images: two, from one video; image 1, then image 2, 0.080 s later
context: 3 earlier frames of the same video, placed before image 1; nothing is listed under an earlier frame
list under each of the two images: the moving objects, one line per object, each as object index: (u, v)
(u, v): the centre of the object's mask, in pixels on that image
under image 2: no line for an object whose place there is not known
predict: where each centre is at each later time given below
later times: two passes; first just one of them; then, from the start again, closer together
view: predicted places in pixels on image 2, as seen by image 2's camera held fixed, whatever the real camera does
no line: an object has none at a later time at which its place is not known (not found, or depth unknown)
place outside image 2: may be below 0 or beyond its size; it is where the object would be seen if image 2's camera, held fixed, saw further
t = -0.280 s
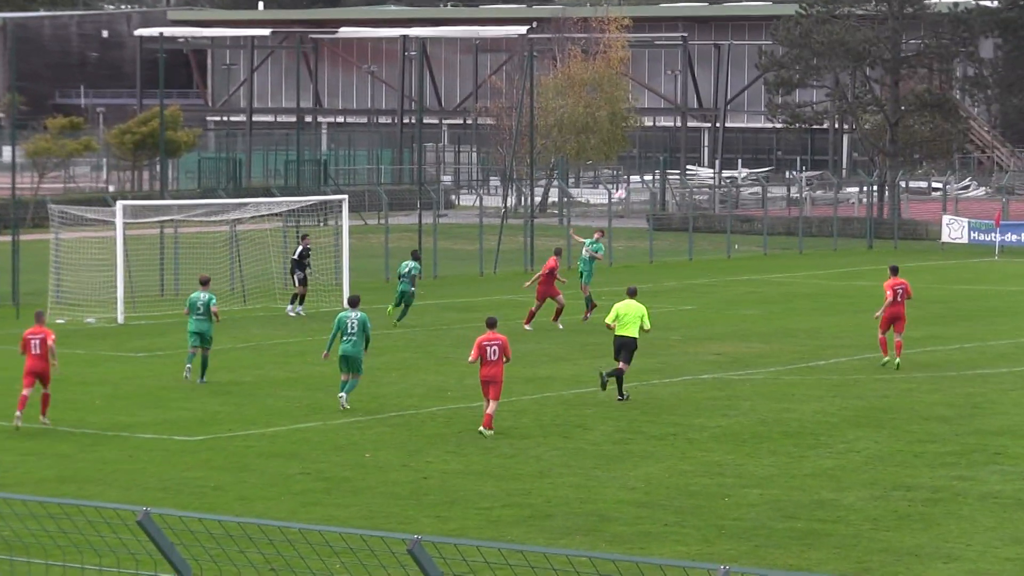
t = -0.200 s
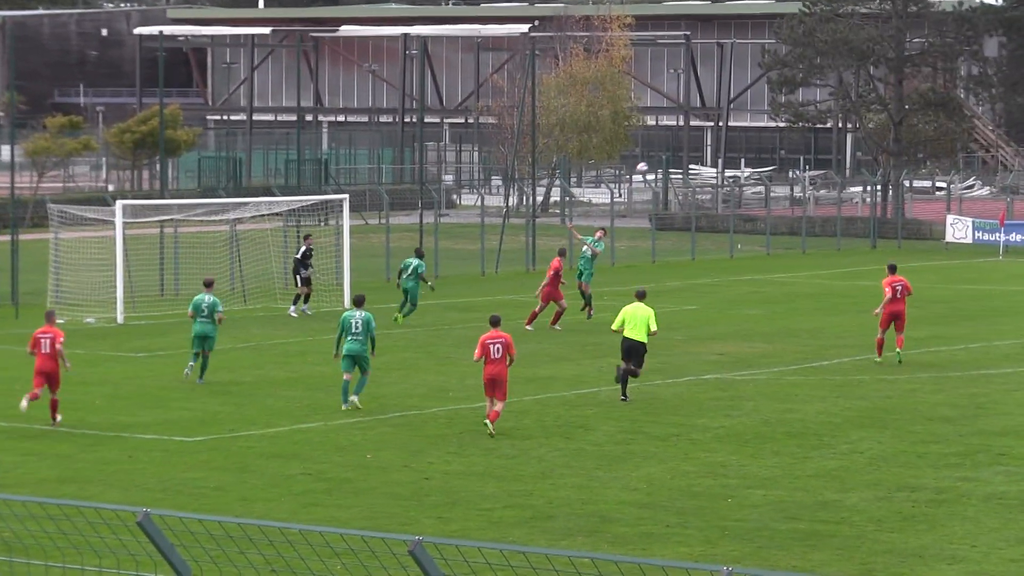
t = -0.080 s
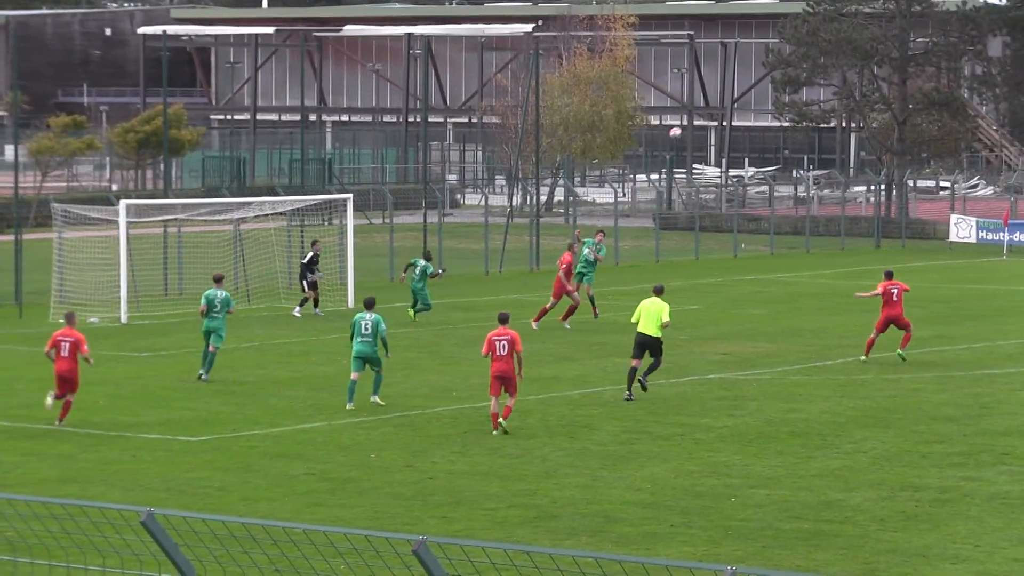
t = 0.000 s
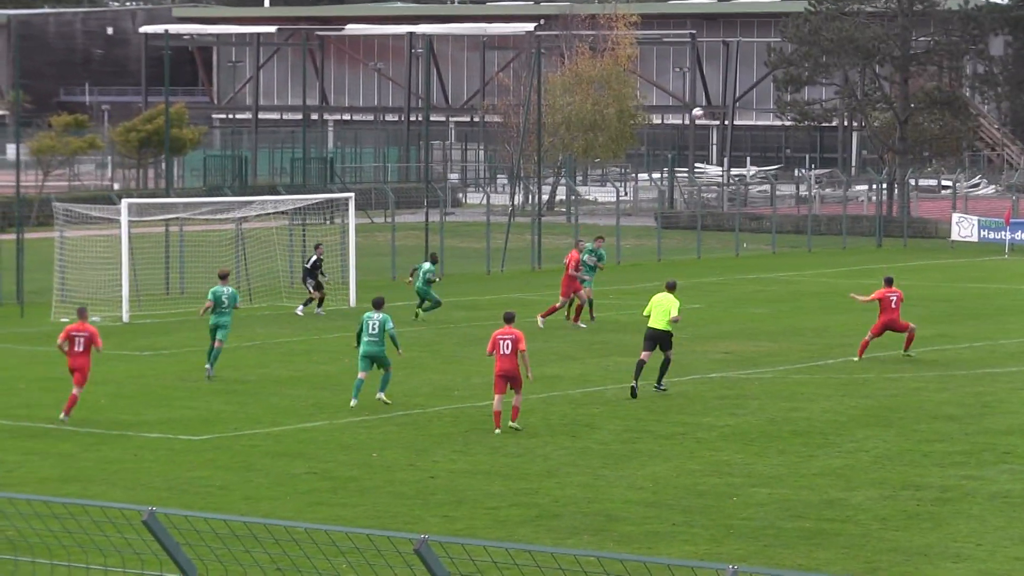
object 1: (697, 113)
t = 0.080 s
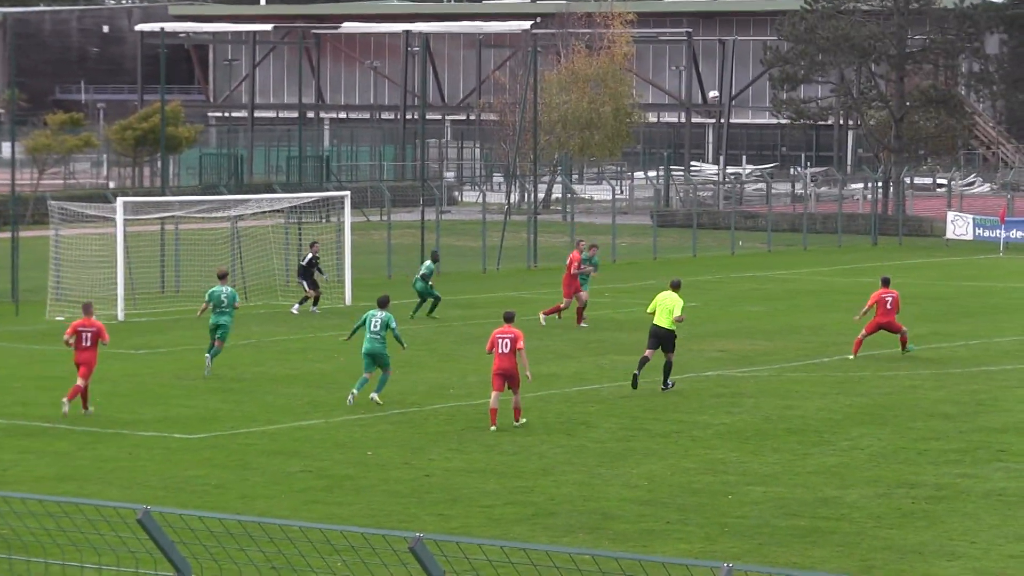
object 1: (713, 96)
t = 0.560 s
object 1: (838, 72)
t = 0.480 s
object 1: (817, 67)
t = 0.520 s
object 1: (828, 69)
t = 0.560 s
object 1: (838, 72)
